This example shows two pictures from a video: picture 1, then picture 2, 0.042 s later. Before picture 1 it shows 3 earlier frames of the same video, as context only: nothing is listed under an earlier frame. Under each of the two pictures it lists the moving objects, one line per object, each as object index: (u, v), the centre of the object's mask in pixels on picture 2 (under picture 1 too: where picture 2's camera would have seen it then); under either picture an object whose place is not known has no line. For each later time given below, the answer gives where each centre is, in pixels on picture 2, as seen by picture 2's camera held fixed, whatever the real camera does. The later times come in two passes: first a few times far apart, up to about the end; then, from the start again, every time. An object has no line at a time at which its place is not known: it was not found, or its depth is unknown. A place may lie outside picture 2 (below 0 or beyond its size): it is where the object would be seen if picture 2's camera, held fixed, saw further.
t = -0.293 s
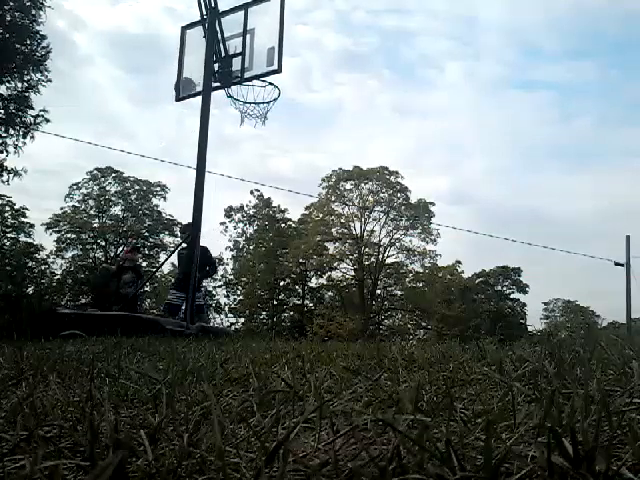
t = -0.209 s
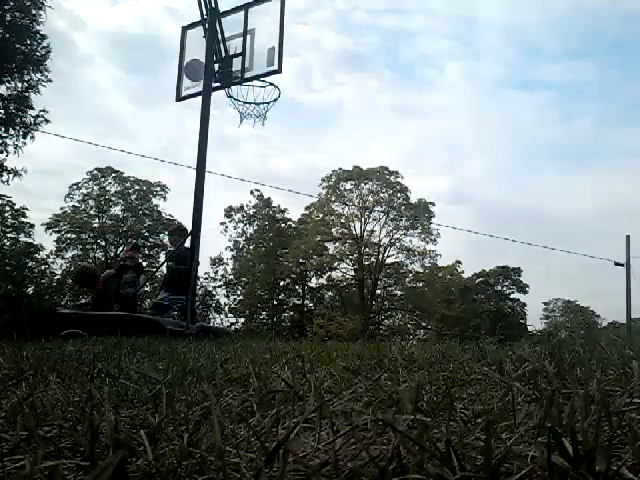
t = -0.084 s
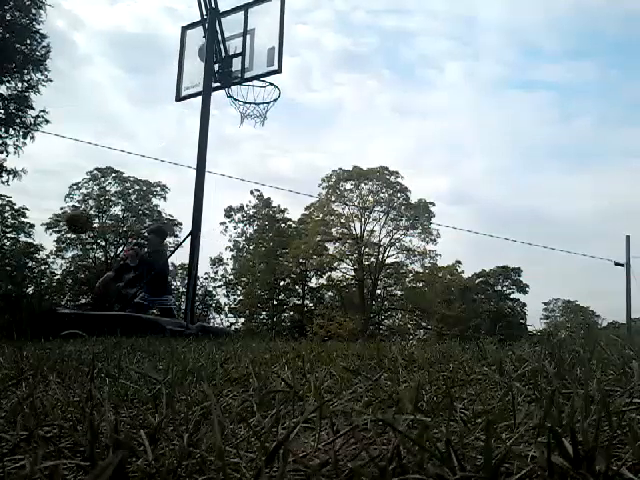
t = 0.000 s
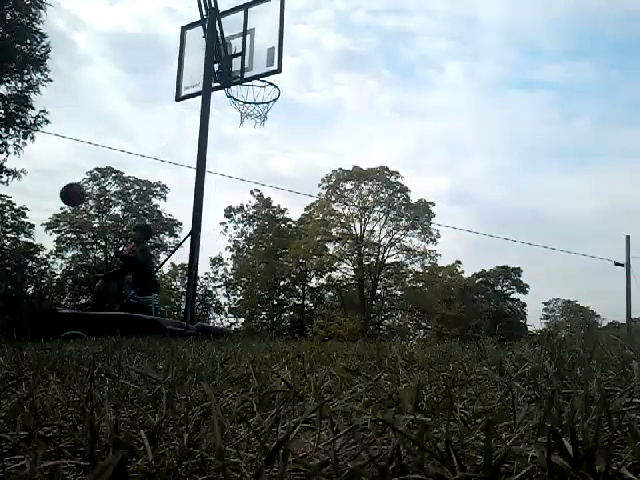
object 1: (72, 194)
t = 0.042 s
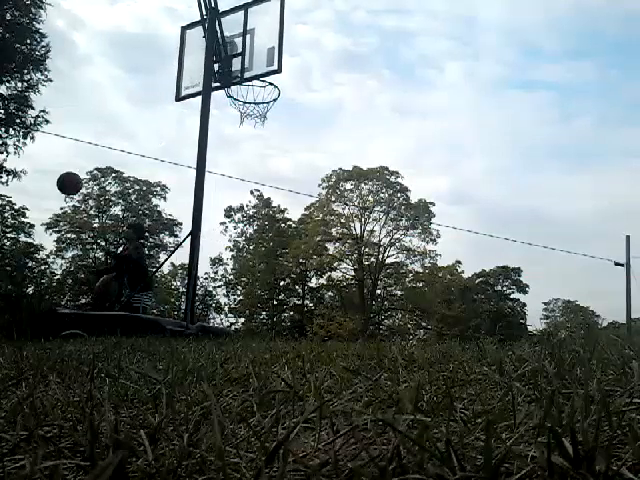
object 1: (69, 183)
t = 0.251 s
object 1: (47, 153)
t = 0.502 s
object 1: (13, 168)
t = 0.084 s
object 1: (65, 174)
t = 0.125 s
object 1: (61, 166)
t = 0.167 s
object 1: (57, 160)
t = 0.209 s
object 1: (52, 156)
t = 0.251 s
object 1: (47, 153)
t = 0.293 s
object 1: (42, 151)
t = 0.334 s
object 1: (37, 152)
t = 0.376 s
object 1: (31, 153)
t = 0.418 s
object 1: (25, 157)
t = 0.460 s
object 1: (19, 162)
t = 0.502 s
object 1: (13, 168)
